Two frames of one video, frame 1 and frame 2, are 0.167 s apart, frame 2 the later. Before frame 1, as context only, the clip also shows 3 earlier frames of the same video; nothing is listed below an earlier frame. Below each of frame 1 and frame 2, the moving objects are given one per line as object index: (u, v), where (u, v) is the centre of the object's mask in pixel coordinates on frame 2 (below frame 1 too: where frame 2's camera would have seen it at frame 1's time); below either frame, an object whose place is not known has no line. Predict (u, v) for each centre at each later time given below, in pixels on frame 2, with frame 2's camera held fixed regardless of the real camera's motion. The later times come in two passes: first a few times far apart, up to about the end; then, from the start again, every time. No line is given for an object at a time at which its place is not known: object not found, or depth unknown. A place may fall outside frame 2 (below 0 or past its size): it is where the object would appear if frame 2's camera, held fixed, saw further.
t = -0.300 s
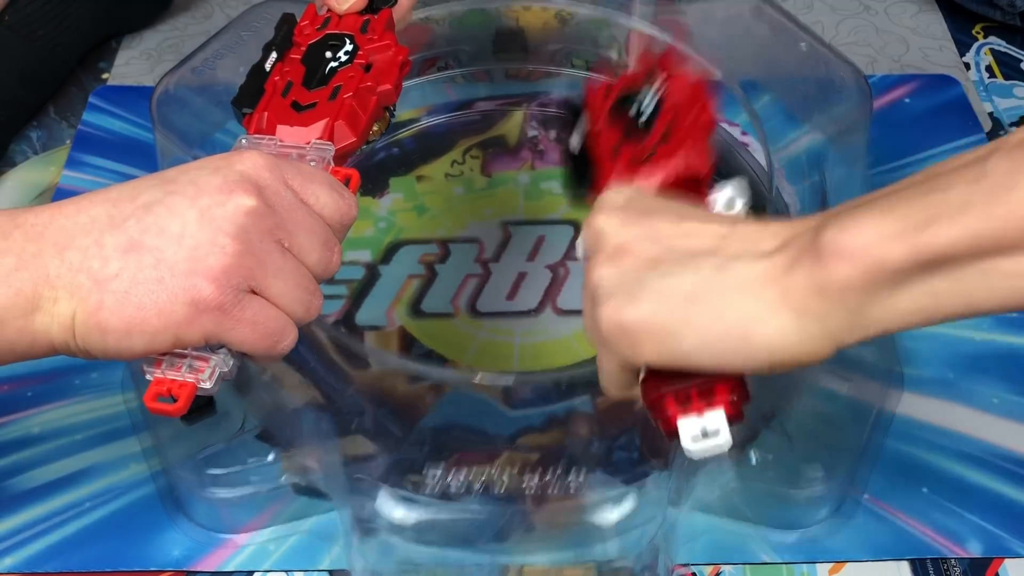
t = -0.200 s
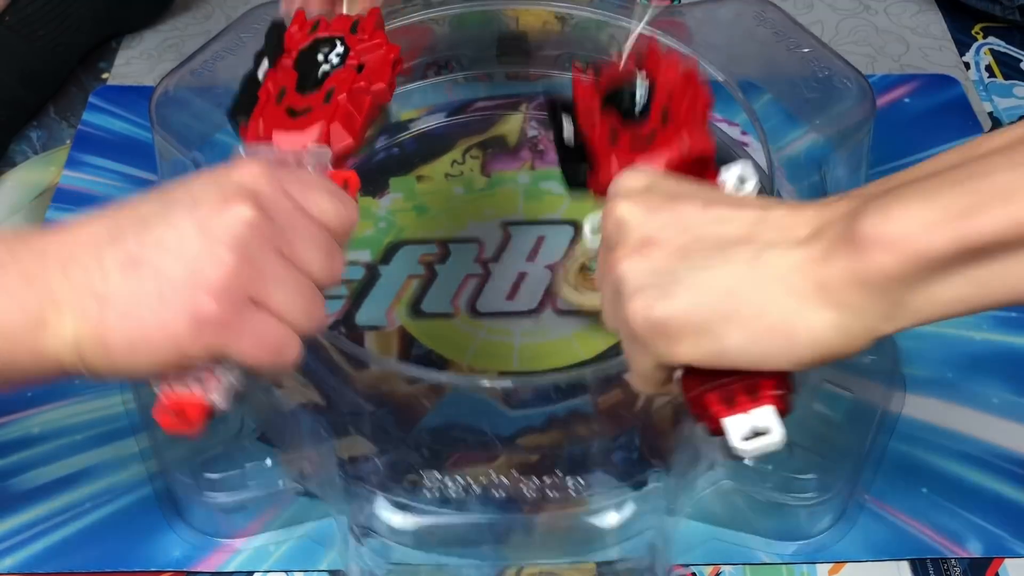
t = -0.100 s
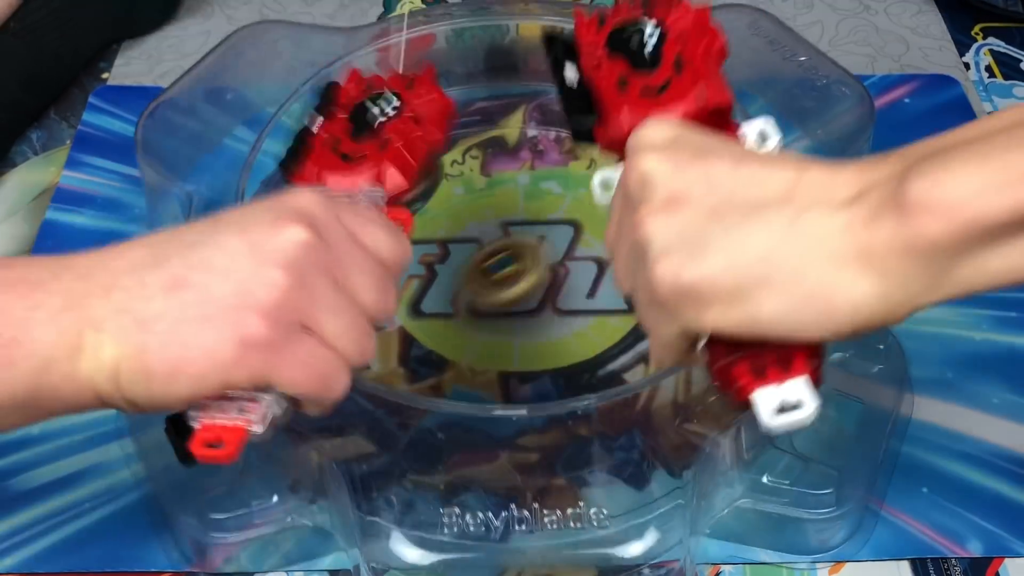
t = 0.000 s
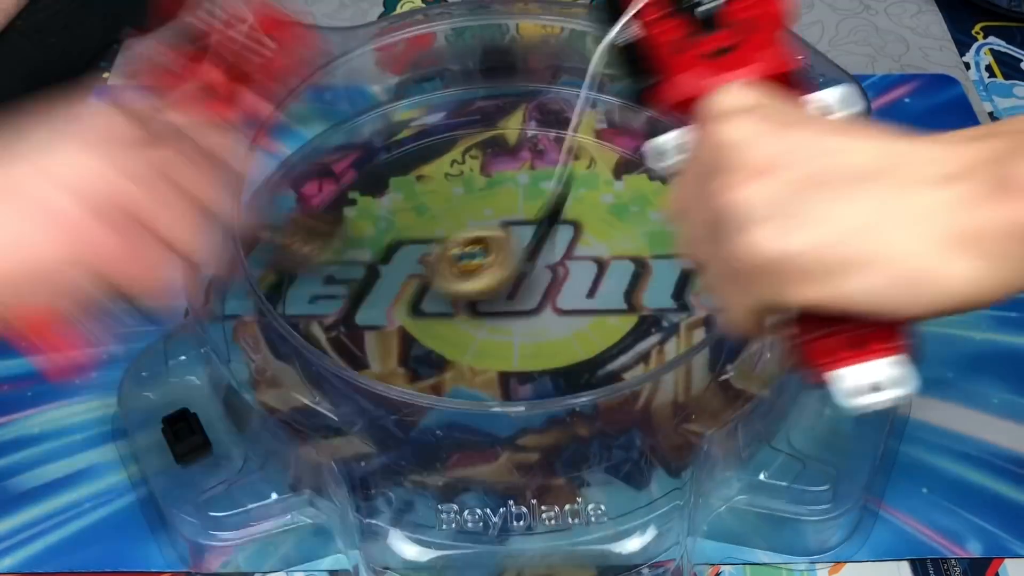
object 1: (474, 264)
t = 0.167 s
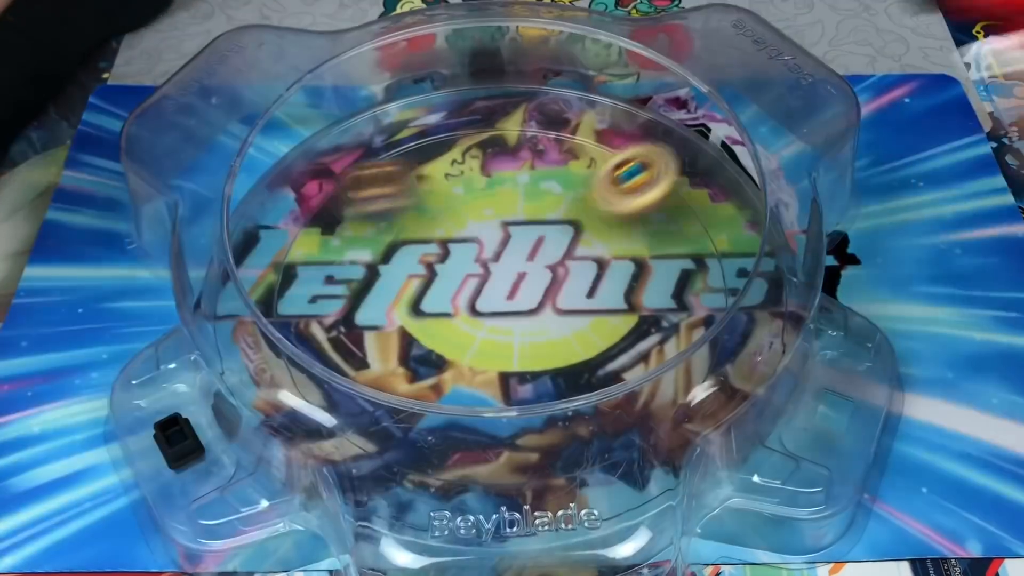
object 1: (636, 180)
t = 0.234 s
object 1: (669, 156)
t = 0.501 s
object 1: (741, 291)
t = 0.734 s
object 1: (532, 351)
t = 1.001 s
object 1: (440, 225)
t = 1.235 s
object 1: (612, 169)
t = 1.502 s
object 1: (678, 327)
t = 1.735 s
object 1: (409, 440)
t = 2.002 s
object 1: (274, 243)
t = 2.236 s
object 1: (527, 155)
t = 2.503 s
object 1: (762, 320)
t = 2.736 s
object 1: (480, 494)
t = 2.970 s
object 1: (519, 363)
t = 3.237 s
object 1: (515, 180)
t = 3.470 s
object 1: (604, 188)
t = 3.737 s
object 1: (499, 327)
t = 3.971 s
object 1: (445, 375)
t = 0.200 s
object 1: (658, 164)
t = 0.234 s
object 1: (669, 156)
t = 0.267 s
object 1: (676, 159)
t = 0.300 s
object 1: (683, 162)
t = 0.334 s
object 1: (702, 158)
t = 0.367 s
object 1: (715, 158)
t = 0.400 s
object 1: (728, 169)
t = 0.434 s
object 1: (738, 197)
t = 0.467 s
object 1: (744, 243)
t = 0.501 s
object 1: (741, 291)
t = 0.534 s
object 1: (722, 299)
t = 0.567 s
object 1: (699, 316)
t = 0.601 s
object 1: (673, 340)
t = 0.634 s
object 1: (637, 343)
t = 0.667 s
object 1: (603, 352)
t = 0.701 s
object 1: (566, 357)
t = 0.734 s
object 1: (532, 351)
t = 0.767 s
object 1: (498, 344)
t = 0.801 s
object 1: (469, 334)
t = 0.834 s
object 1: (438, 318)
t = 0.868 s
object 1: (420, 303)
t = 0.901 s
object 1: (405, 284)
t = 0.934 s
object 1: (411, 264)
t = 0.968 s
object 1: (424, 243)
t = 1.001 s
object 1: (440, 225)
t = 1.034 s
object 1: (460, 209)
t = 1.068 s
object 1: (485, 193)
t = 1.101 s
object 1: (509, 181)
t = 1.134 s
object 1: (534, 175)
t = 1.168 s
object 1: (558, 170)
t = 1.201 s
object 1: (586, 167)
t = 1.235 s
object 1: (612, 169)
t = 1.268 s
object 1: (635, 176)
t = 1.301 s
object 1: (655, 187)
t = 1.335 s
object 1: (673, 203)
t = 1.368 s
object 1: (686, 224)
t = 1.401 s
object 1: (692, 246)
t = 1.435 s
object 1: (695, 271)
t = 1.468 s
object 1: (685, 299)
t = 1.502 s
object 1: (678, 327)
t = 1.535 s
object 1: (662, 356)
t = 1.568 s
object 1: (631, 387)
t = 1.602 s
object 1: (600, 412)
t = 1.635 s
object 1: (560, 429)
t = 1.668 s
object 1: (508, 446)
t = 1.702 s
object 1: (456, 447)
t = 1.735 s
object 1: (409, 440)
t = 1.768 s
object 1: (361, 427)
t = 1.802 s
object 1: (318, 407)
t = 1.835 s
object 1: (287, 384)
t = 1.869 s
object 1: (262, 355)
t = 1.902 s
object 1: (246, 327)
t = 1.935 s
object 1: (248, 298)
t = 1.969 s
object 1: (255, 271)
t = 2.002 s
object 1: (274, 243)
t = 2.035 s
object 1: (289, 218)
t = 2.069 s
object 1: (315, 196)
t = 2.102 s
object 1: (347, 178)
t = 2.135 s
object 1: (388, 169)
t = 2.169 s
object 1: (432, 162)
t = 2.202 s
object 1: (480, 157)
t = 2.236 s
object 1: (527, 155)
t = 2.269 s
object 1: (575, 156)
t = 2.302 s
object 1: (624, 159)
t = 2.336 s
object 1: (669, 169)
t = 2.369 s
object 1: (703, 190)
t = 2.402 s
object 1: (730, 213)
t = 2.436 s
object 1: (766, 245)
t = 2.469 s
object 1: (774, 279)
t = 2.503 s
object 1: (762, 320)
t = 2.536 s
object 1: (738, 363)
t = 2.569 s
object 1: (704, 397)
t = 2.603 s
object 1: (662, 434)
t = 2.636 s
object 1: (610, 461)
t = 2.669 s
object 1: (540, 481)
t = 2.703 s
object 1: (500, 491)
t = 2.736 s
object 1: (480, 494)
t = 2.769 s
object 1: (477, 461)
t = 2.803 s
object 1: (485, 417)
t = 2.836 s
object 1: (496, 398)
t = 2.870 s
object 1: (509, 395)
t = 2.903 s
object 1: (520, 404)
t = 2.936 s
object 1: (523, 392)
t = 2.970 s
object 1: (519, 363)
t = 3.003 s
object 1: (517, 352)
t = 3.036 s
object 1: (514, 327)
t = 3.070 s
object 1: (510, 301)
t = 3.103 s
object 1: (508, 276)
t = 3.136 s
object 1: (509, 246)
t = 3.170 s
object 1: (510, 218)
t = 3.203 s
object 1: (511, 196)
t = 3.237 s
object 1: (515, 180)
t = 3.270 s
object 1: (536, 162)
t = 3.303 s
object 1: (556, 156)
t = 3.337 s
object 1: (575, 159)
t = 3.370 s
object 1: (587, 159)
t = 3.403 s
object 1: (597, 166)
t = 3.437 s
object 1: (602, 173)
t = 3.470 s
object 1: (604, 188)
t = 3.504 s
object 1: (600, 203)
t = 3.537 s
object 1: (592, 219)
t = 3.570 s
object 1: (582, 237)
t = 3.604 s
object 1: (568, 251)
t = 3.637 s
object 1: (553, 273)
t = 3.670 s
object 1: (535, 279)
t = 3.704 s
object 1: (518, 295)
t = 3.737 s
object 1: (499, 327)
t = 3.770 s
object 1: (486, 334)
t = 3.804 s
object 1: (472, 345)
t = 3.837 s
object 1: (461, 362)
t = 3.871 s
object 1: (454, 362)
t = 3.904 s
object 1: (447, 372)
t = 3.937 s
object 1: (442, 376)
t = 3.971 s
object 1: (445, 375)
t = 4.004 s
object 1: (448, 382)
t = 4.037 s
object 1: (451, 376)
